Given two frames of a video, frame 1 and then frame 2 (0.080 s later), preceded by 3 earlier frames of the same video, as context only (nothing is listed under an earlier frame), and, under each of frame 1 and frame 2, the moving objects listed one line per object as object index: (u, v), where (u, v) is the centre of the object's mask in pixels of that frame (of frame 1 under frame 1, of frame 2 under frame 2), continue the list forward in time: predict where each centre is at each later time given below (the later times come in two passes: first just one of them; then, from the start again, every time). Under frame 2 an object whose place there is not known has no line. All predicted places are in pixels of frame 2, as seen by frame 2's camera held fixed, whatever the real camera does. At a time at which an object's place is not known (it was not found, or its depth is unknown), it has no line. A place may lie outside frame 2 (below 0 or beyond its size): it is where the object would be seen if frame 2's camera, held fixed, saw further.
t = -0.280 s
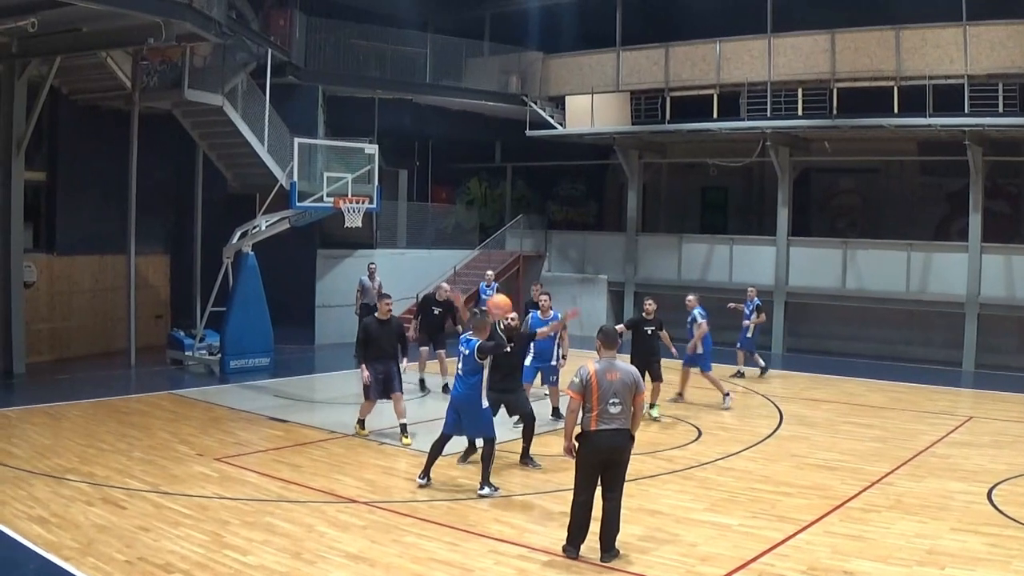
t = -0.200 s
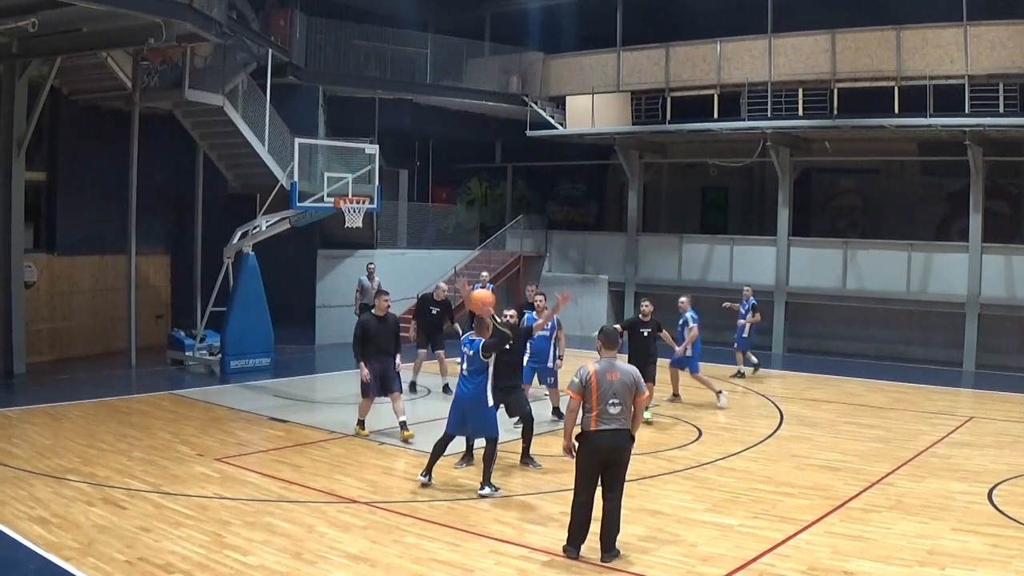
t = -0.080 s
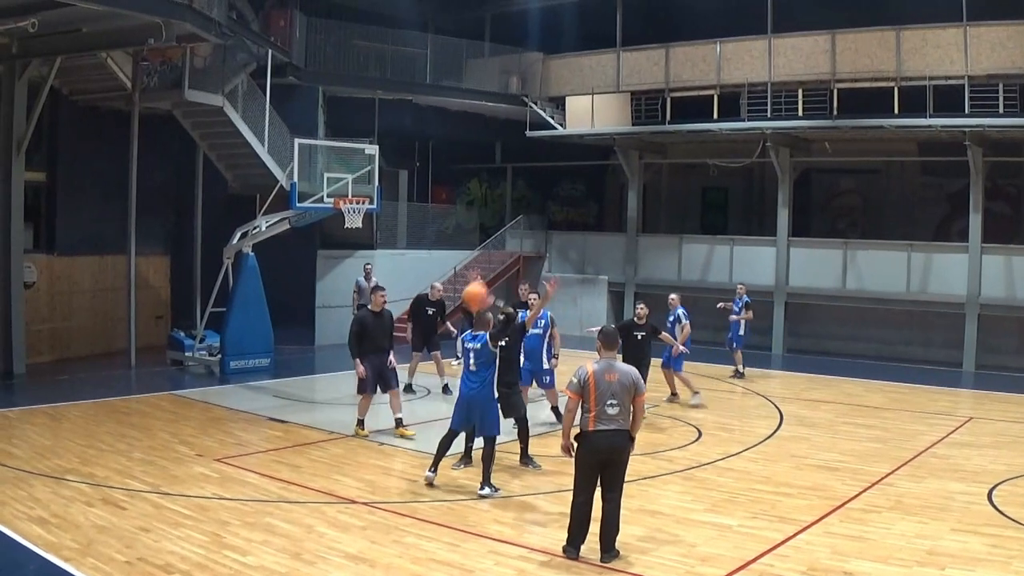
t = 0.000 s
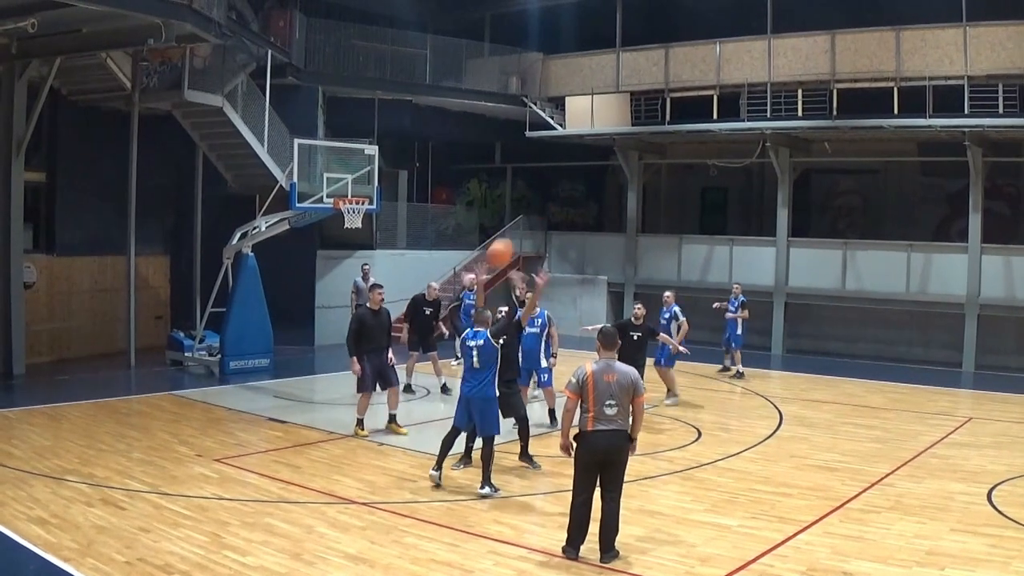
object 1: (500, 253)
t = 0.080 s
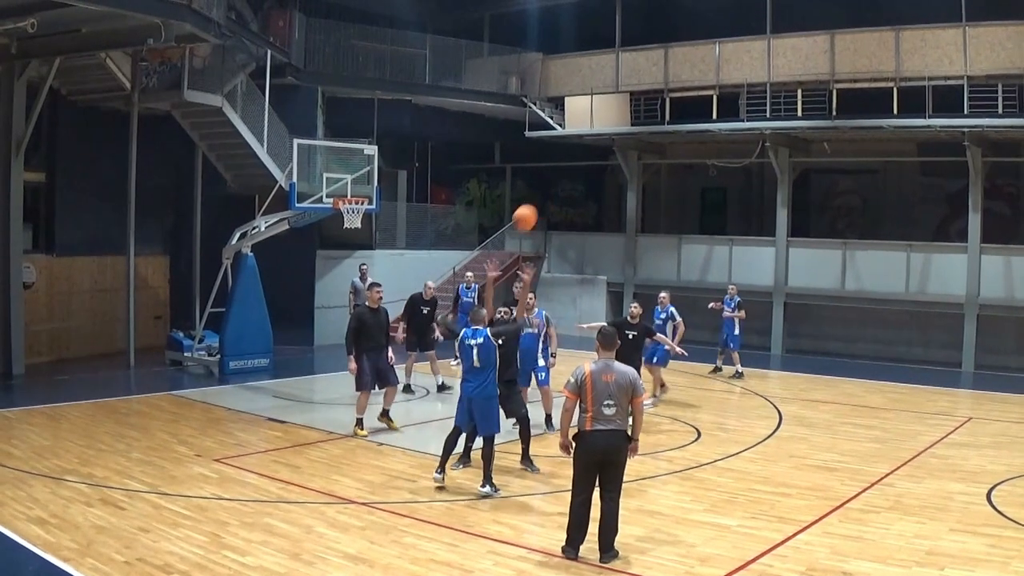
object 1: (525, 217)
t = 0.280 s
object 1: (575, 170)
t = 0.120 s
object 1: (536, 204)
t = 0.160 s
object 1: (547, 192)
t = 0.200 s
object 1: (557, 183)
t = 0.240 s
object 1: (566, 175)
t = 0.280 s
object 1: (575, 170)
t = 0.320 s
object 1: (584, 165)
